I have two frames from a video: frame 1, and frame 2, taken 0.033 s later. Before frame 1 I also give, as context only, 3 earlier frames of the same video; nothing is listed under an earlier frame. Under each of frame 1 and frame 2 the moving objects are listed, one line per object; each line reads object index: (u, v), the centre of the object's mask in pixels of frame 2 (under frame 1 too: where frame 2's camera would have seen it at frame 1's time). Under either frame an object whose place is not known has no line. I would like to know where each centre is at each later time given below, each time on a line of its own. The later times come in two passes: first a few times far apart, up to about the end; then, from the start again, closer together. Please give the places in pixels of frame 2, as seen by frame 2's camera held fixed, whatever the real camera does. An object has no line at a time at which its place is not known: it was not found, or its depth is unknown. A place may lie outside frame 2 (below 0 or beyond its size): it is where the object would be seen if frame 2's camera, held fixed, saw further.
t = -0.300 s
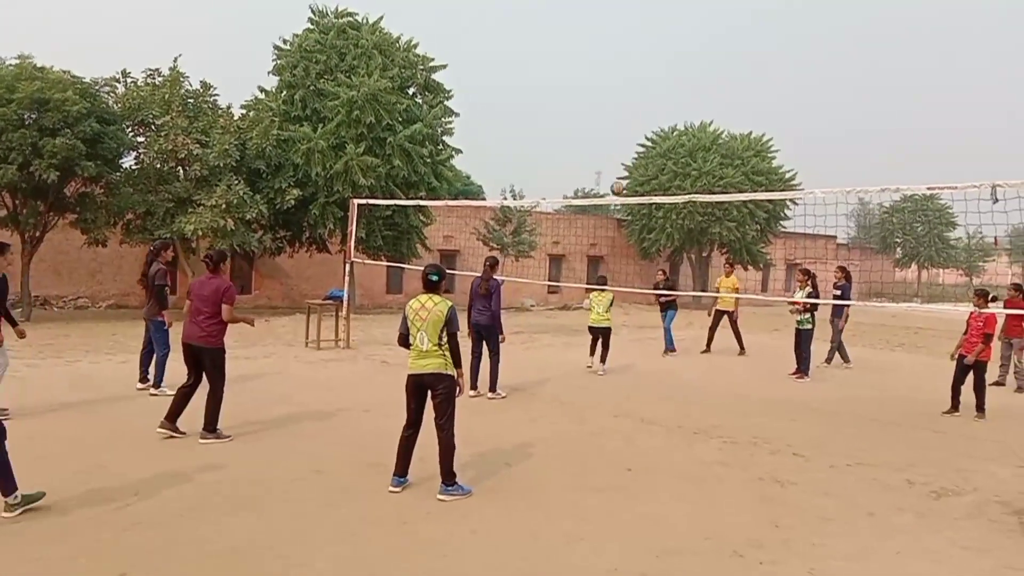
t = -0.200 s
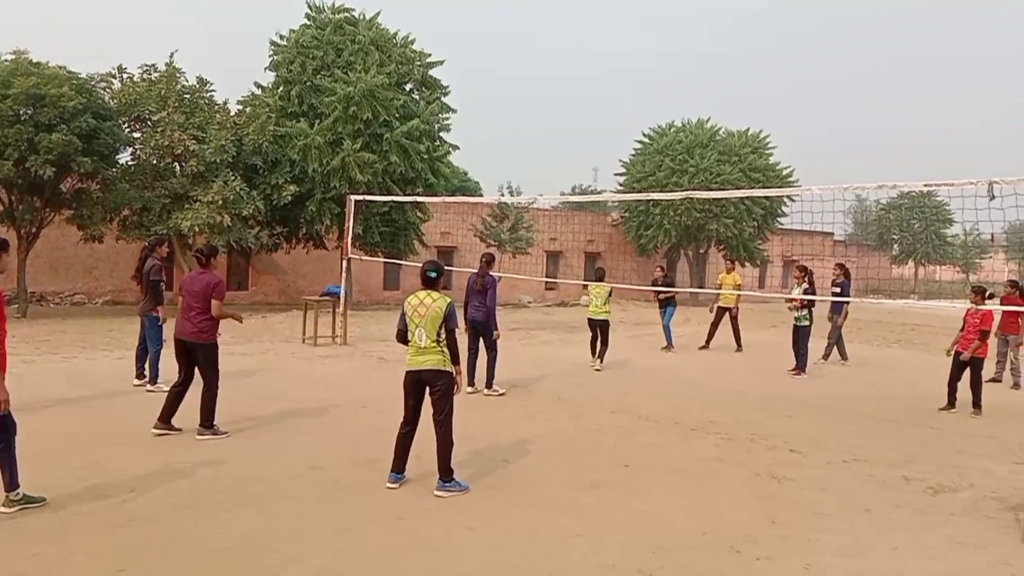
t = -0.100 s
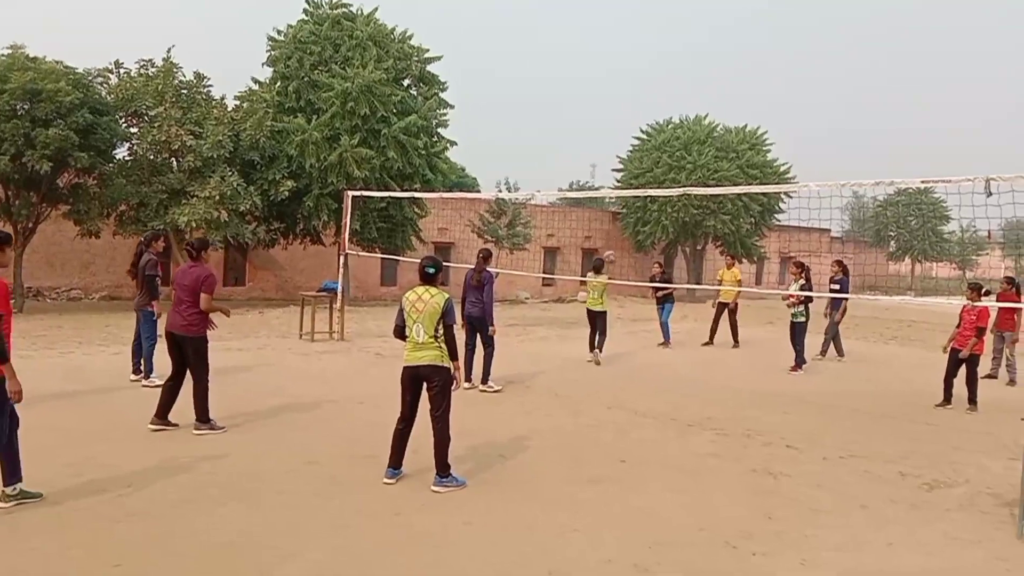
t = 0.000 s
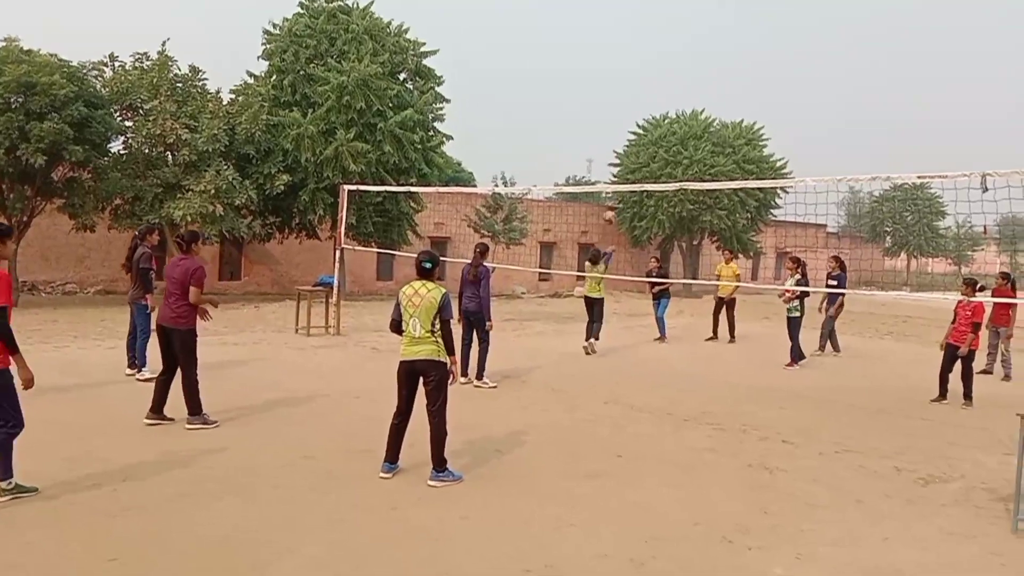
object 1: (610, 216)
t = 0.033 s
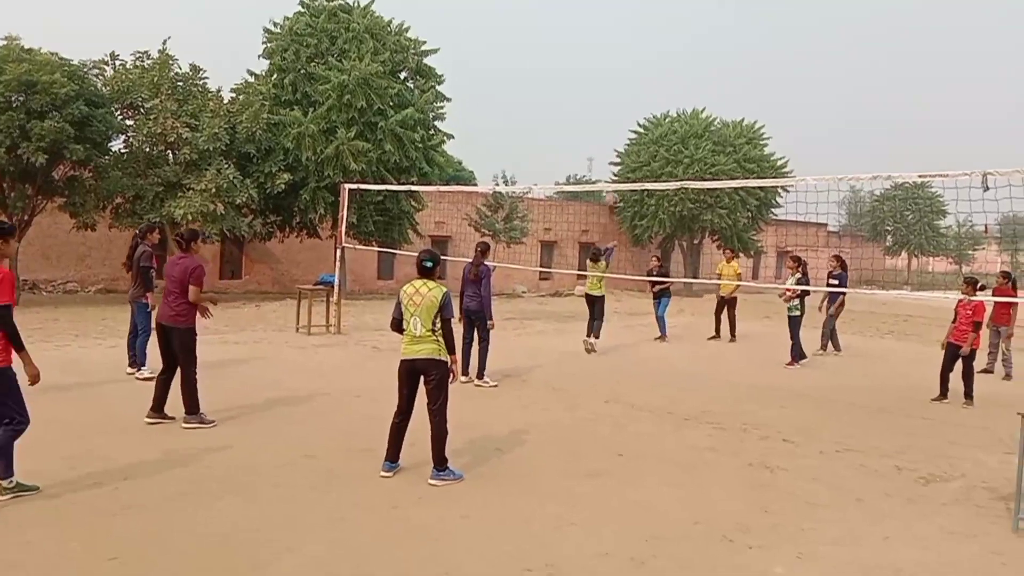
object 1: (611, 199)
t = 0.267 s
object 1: (621, 98)
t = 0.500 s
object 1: (628, 30)
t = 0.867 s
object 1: (637, 1)
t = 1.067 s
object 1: (641, 32)
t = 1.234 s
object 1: (642, 85)
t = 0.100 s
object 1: (614, 168)
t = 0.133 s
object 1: (616, 152)
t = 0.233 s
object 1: (620, 111)
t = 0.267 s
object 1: (621, 98)
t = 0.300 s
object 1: (622, 87)
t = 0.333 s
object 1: (623, 75)
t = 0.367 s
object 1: (625, 64)
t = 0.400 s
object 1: (626, 55)
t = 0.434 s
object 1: (626, 46)
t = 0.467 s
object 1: (627, 38)
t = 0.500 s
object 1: (628, 30)
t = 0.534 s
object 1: (630, 23)
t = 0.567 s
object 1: (630, 17)
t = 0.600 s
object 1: (632, 11)
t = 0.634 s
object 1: (632, 7)
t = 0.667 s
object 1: (633, 4)
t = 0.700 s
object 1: (634, 1)
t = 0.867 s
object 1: (637, 1)
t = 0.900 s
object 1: (638, 4)
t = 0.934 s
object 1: (639, 8)
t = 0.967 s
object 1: (640, 12)
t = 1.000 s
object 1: (640, 18)
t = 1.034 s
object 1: (640, 24)
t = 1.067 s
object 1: (641, 32)
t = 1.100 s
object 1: (641, 40)
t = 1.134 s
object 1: (641, 50)
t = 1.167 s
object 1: (641, 61)
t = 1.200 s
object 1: (642, 72)
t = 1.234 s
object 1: (642, 85)
